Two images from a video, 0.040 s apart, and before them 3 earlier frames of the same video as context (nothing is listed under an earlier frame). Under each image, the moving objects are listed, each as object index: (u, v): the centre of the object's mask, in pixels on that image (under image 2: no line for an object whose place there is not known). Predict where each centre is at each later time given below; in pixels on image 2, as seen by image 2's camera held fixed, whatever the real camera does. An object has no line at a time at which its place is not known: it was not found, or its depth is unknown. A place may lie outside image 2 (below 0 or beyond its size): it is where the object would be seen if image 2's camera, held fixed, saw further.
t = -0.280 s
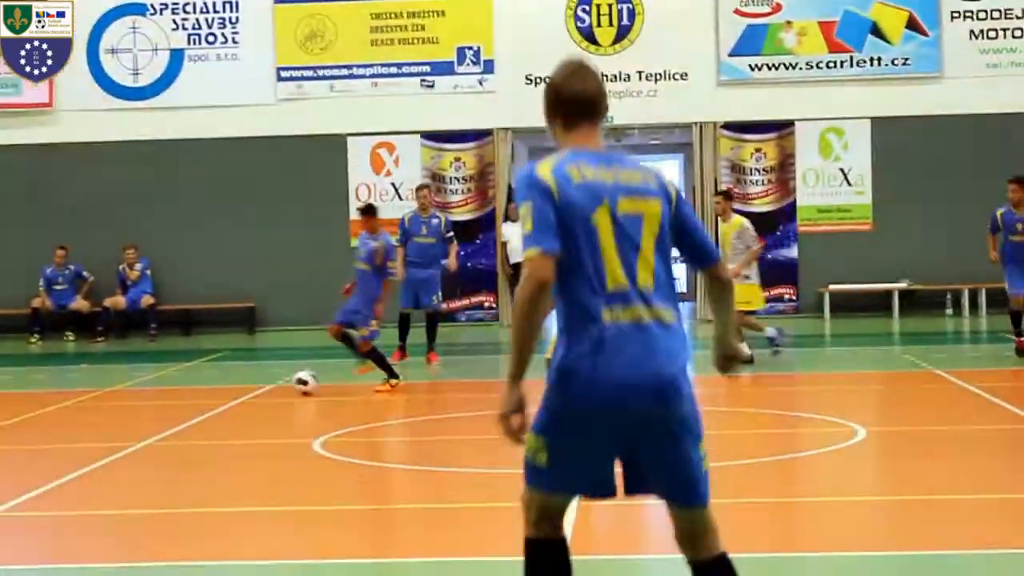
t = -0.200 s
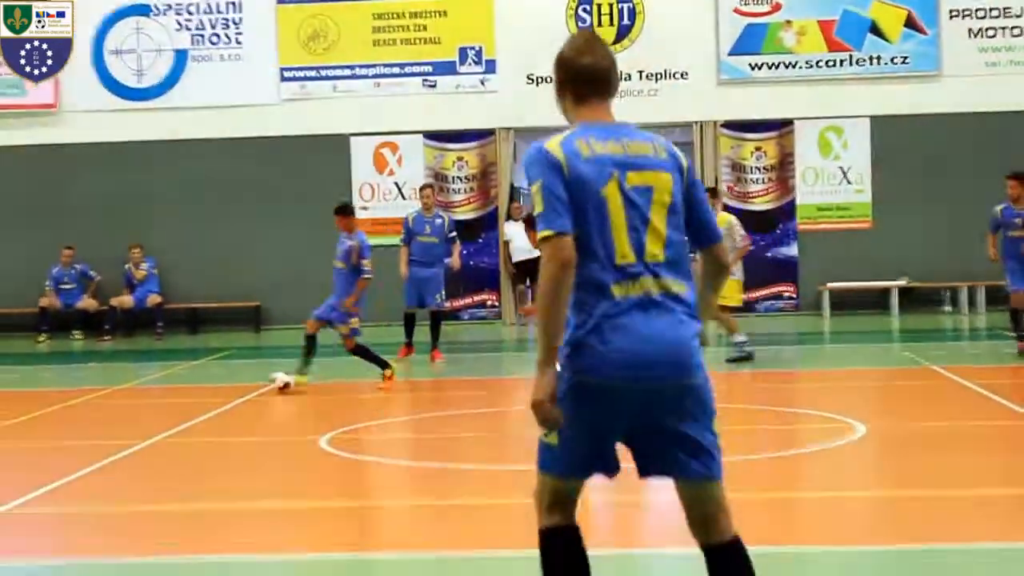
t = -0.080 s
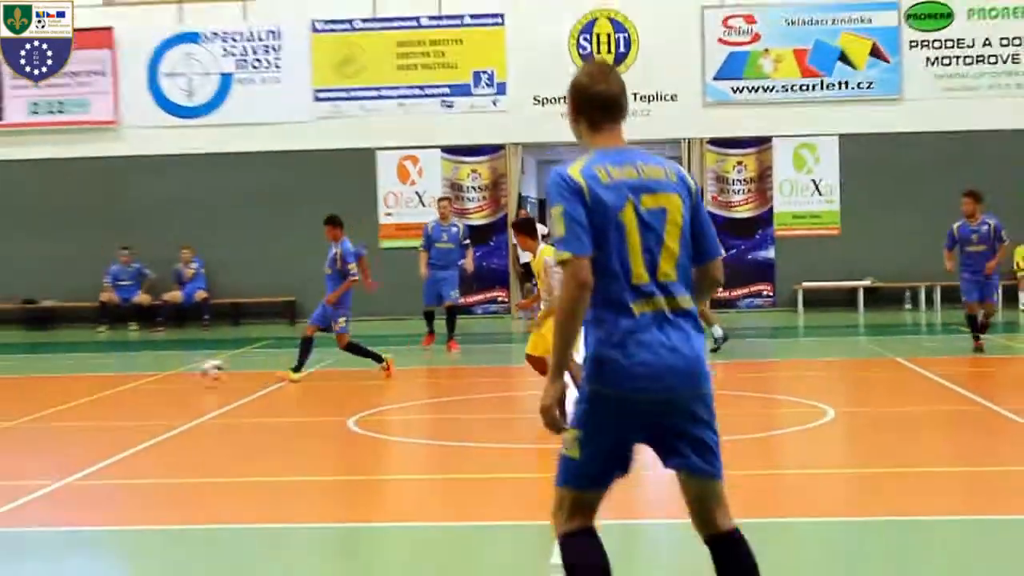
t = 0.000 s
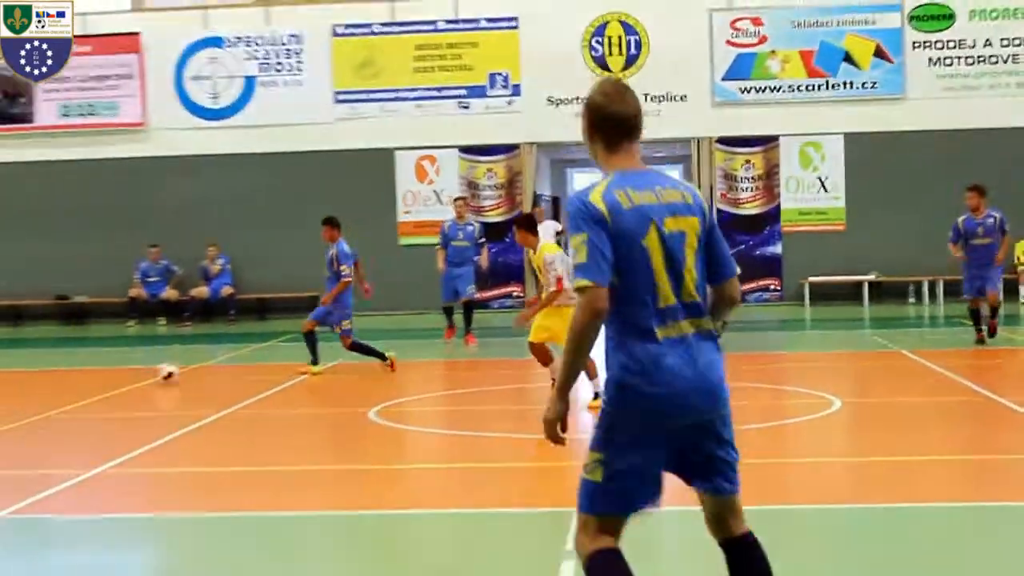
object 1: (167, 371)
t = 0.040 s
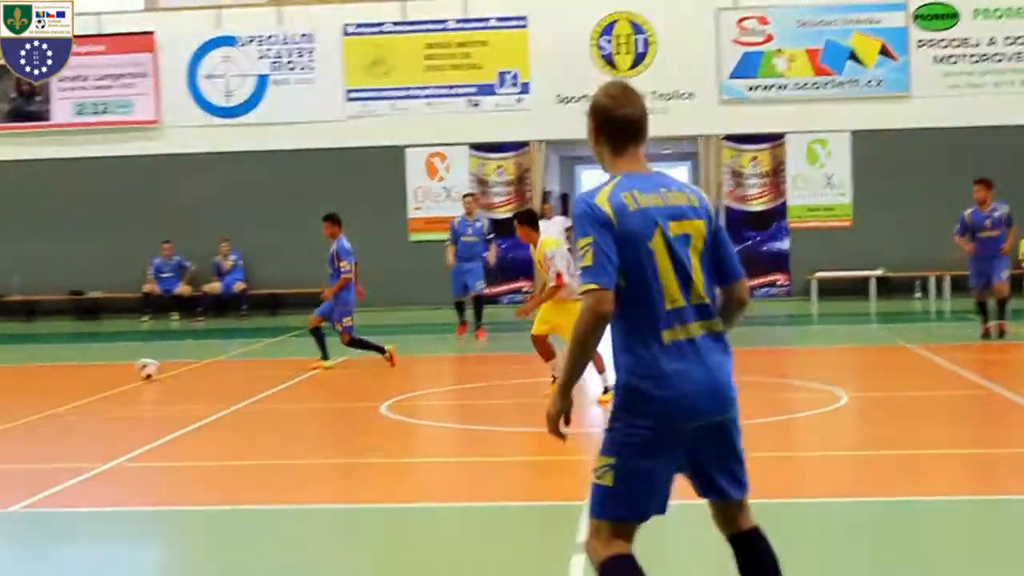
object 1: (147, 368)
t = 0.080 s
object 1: (115, 369)
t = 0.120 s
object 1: (99, 370)
